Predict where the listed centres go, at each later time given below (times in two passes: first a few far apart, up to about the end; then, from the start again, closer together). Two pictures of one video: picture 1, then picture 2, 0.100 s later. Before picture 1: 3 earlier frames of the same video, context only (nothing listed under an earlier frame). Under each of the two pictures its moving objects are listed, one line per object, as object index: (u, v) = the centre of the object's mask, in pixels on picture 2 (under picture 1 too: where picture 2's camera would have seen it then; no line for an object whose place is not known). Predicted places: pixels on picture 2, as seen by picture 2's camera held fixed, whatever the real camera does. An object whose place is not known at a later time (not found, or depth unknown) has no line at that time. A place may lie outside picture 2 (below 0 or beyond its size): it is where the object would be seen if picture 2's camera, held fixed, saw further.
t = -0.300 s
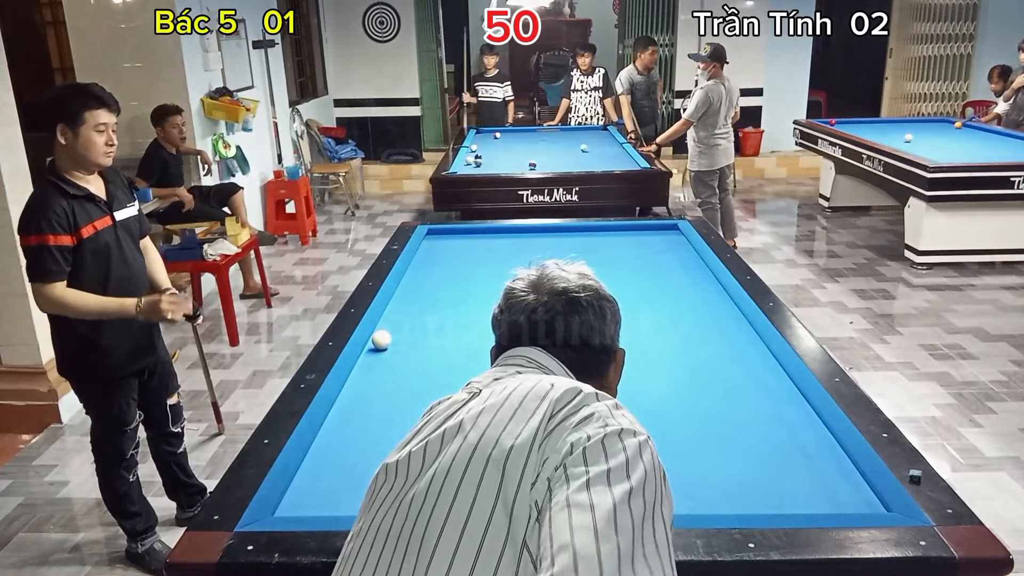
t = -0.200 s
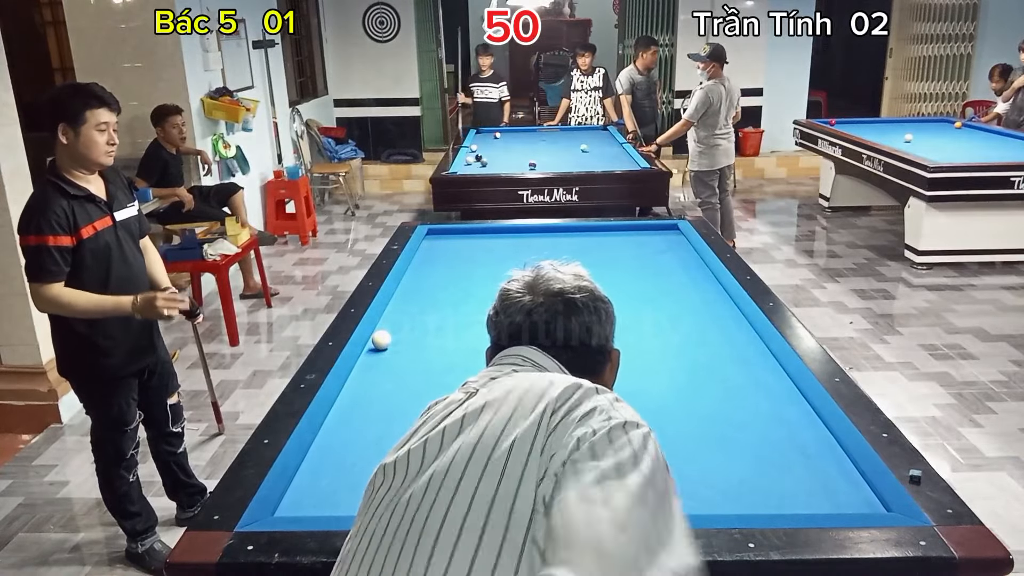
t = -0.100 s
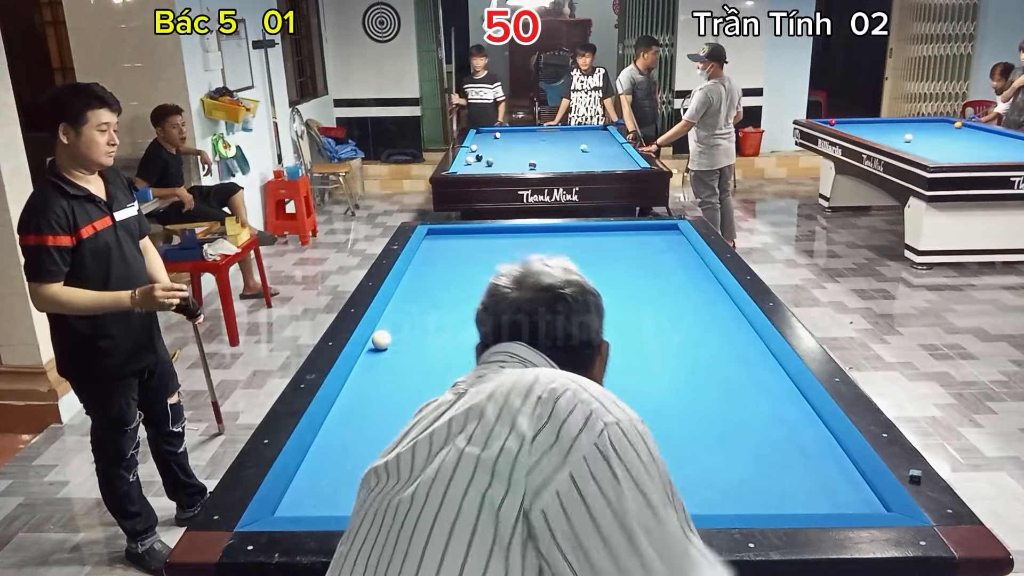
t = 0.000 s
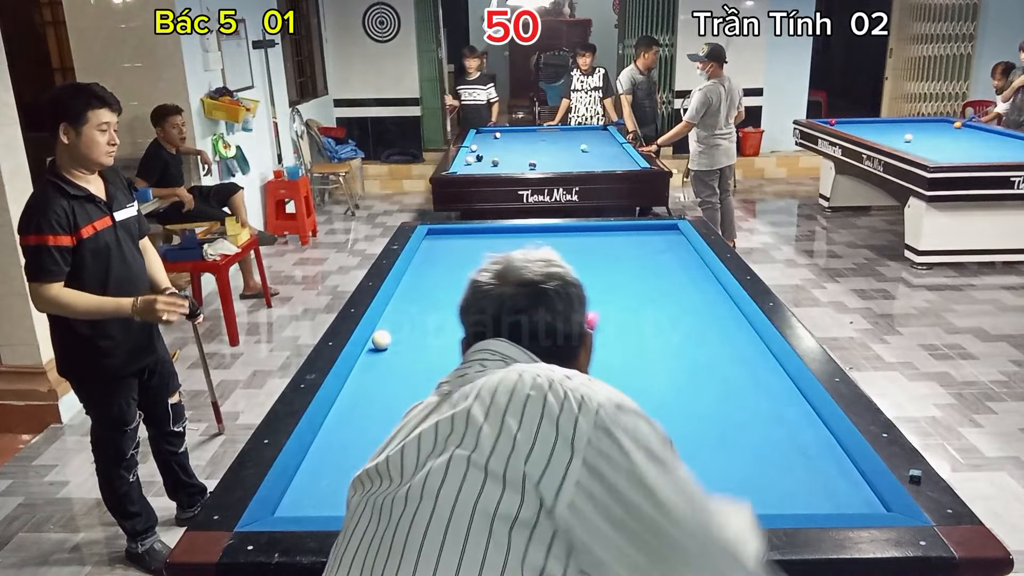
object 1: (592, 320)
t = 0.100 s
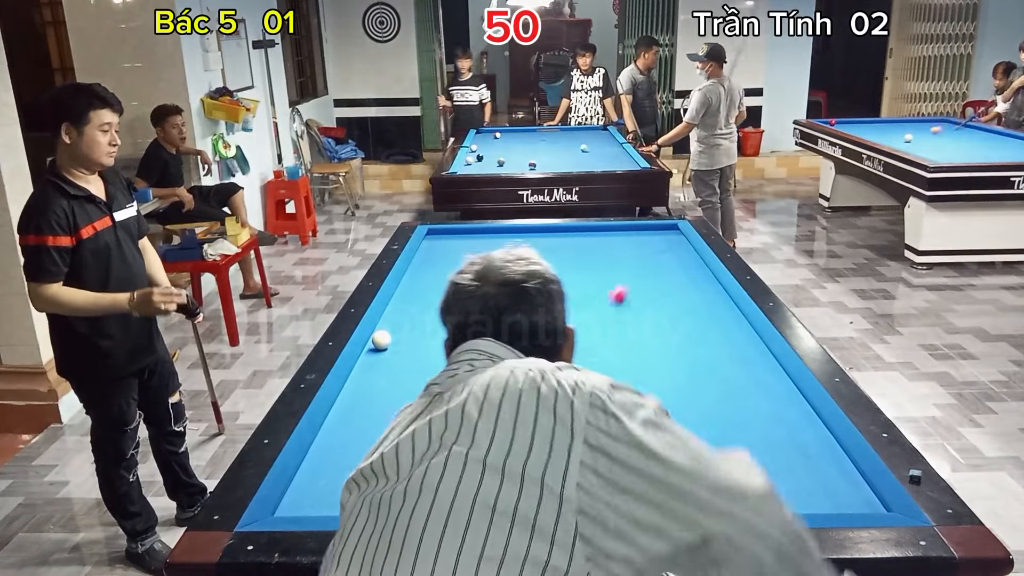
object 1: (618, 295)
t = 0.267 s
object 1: (654, 260)
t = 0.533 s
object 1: (658, 227)
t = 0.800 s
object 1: (623, 246)
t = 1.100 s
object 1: (584, 267)
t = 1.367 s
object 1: (542, 290)
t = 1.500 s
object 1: (523, 299)
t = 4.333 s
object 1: (673, 373)
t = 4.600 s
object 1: (705, 357)
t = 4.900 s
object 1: (736, 340)
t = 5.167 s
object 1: (736, 329)
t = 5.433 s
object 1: (711, 320)
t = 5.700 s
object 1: (689, 311)
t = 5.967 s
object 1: (669, 303)
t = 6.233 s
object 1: (650, 296)
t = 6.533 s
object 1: (630, 289)
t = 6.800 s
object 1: (615, 284)
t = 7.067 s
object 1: (600, 278)
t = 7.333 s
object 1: (587, 273)
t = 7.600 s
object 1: (575, 269)
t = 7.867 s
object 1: (563, 265)
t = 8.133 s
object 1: (552, 261)
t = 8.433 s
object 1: (540, 258)
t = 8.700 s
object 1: (531, 254)
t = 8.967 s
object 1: (522, 252)
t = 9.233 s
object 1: (515, 249)
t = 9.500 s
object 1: (507, 247)
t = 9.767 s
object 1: (500, 245)
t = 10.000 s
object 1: (494, 243)
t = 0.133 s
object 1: (626, 287)
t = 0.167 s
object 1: (634, 279)
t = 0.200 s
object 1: (641, 273)
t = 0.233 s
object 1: (648, 266)
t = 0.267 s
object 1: (654, 260)
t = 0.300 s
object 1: (660, 255)
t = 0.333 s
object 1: (665, 250)
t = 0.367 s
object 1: (670, 245)
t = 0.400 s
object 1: (675, 240)
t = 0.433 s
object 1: (678, 236)
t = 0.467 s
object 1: (673, 232)
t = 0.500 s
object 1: (665, 230)
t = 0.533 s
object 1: (658, 227)
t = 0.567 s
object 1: (653, 228)
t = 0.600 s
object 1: (649, 230)
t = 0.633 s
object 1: (644, 233)
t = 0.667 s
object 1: (640, 236)
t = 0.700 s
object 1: (636, 238)
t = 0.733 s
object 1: (632, 241)
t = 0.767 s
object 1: (628, 244)
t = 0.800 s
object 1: (623, 246)
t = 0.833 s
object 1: (619, 248)
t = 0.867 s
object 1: (615, 251)
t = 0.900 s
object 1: (611, 253)
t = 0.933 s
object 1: (606, 255)
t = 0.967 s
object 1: (602, 257)
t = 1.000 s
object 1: (598, 260)
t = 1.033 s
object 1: (593, 262)
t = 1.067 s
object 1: (589, 265)
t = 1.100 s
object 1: (584, 267)
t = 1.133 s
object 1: (579, 270)
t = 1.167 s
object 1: (574, 273)
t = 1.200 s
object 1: (569, 276)
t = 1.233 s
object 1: (564, 279)
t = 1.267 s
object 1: (558, 282)
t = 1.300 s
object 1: (553, 284)
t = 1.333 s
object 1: (547, 287)
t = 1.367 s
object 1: (542, 290)
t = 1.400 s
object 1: (536, 293)
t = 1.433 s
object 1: (531, 296)
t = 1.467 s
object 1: (526, 298)
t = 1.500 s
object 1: (523, 299)
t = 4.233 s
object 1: (653, 377)
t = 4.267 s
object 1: (660, 376)
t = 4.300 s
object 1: (668, 374)
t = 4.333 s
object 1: (673, 373)
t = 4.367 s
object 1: (677, 371)
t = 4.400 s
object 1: (681, 369)
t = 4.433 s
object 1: (685, 367)
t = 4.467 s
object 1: (689, 364)
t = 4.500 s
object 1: (693, 362)
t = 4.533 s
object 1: (697, 361)
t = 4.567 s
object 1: (701, 359)
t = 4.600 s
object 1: (705, 357)
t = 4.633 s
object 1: (708, 355)
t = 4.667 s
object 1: (712, 353)
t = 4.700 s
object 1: (716, 351)
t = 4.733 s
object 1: (719, 349)
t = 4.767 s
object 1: (723, 347)
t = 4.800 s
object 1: (726, 346)
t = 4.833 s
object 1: (729, 344)
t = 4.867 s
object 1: (733, 342)
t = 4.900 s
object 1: (736, 340)
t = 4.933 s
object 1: (739, 338)
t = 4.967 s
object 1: (743, 337)
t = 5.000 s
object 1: (746, 335)
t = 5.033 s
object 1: (749, 334)
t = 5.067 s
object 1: (746, 332)
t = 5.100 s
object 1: (743, 331)
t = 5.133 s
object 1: (739, 330)
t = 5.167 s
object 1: (736, 329)
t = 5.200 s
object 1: (733, 328)
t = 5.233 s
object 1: (729, 326)
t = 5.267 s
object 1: (726, 325)
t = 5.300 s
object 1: (723, 324)
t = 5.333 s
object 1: (720, 323)
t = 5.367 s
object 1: (717, 322)
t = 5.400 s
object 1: (714, 321)
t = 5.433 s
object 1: (711, 320)
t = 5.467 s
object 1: (708, 318)
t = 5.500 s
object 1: (706, 317)
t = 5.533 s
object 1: (703, 316)
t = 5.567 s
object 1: (700, 315)
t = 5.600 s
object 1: (697, 314)
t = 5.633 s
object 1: (695, 313)
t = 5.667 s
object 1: (692, 312)
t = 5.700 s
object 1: (689, 311)
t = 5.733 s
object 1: (687, 310)
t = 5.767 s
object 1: (684, 309)
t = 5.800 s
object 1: (681, 308)
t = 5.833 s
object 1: (679, 307)
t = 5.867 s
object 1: (676, 306)
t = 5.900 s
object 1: (673, 305)
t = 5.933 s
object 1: (671, 304)
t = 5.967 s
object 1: (669, 303)
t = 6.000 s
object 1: (666, 302)
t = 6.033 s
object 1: (664, 301)
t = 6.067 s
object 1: (661, 301)
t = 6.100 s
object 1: (659, 300)
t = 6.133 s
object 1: (657, 299)
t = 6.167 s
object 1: (654, 298)
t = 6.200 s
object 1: (652, 297)
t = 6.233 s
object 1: (650, 296)
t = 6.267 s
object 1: (648, 296)
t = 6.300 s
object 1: (645, 295)
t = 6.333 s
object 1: (643, 294)
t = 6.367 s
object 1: (641, 293)
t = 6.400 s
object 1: (639, 293)
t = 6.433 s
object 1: (637, 292)
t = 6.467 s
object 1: (635, 291)
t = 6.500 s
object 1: (633, 290)
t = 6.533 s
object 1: (630, 289)
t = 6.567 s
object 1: (628, 289)
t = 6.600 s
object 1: (626, 288)
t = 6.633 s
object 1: (624, 287)
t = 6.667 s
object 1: (622, 286)
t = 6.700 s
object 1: (620, 286)
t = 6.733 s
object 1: (618, 285)
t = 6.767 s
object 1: (616, 284)
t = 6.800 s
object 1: (615, 284)
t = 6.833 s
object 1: (613, 283)
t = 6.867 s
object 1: (611, 282)
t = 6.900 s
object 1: (609, 282)
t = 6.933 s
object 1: (607, 281)
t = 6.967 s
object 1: (606, 280)
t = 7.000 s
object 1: (604, 280)
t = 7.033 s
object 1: (602, 279)
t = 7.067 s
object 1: (600, 278)
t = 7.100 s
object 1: (599, 278)
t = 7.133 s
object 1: (597, 277)
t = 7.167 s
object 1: (595, 277)
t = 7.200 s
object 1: (594, 276)
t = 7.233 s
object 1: (592, 275)
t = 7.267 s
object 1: (590, 275)
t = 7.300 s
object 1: (589, 274)
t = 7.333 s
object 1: (587, 273)
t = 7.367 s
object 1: (586, 273)
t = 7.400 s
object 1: (584, 272)
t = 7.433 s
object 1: (582, 272)
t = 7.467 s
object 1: (581, 271)
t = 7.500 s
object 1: (579, 271)
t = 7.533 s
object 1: (577, 270)
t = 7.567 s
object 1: (576, 270)
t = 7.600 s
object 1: (575, 269)
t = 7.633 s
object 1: (573, 269)
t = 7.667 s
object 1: (571, 268)
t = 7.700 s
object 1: (570, 268)
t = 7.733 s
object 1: (569, 267)
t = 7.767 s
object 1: (567, 267)
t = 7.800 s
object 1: (566, 266)
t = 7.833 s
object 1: (564, 266)
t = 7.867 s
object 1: (563, 265)
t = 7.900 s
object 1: (561, 265)
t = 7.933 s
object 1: (560, 264)
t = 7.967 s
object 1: (559, 264)
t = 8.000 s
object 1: (557, 263)
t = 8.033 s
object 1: (556, 263)
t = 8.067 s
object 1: (555, 262)
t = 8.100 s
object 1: (553, 262)
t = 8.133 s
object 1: (552, 261)
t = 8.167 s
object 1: (551, 261)
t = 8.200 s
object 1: (549, 261)
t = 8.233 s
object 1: (548, 260)
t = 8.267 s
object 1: (546, 260)
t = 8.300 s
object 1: (545, 259)
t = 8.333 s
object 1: (544, 259)
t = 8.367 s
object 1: (543, 258)
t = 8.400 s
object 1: (542, 258)
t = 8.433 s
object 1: (540, 258)
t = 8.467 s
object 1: (539, 257)
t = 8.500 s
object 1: (538, 257)
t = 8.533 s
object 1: (536, 256)
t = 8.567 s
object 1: (535, 256)
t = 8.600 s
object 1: (534, 256)
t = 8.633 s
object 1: (533, 255)
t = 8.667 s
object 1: (532, 255)
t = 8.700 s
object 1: (531, 254)
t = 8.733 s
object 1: (530, 254)
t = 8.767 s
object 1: (529, 254)
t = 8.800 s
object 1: (528, 253)
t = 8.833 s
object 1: (527, 253)
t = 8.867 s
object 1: (525, 253)
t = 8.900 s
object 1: (525, 252)
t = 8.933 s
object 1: (523, 252)
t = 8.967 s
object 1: (522, 252)
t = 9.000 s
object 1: (521, 251)
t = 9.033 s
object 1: (520, 251)
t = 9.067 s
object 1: (519, 250)
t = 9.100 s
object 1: (518, 250)
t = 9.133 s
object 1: (517, 250)
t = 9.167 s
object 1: (517, 250)
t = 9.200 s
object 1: (515, 249)
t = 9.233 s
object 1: (515, 249)
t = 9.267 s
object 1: (514, 249)
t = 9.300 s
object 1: (513, 248)
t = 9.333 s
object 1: (512, 248)
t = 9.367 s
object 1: (511, 248)
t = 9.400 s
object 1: (510, 248)
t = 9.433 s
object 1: (509, 247)
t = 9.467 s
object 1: (508, 247)
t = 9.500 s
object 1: (507, 247)
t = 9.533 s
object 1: (506, 246)
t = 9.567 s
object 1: (506, 246)
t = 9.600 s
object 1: (505, 246)
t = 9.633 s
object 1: (504, 246)
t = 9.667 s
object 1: (503, 246)
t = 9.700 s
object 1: (502, 245)
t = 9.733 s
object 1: (501, 245)
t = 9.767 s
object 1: (500, 245)
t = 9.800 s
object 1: (500, 244)
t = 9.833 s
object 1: (499, 244)
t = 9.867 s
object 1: (498, 244)
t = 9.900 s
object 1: (497, 243)
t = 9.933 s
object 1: (496, 243)
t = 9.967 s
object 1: (496, 243)
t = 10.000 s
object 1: (494, 243)
